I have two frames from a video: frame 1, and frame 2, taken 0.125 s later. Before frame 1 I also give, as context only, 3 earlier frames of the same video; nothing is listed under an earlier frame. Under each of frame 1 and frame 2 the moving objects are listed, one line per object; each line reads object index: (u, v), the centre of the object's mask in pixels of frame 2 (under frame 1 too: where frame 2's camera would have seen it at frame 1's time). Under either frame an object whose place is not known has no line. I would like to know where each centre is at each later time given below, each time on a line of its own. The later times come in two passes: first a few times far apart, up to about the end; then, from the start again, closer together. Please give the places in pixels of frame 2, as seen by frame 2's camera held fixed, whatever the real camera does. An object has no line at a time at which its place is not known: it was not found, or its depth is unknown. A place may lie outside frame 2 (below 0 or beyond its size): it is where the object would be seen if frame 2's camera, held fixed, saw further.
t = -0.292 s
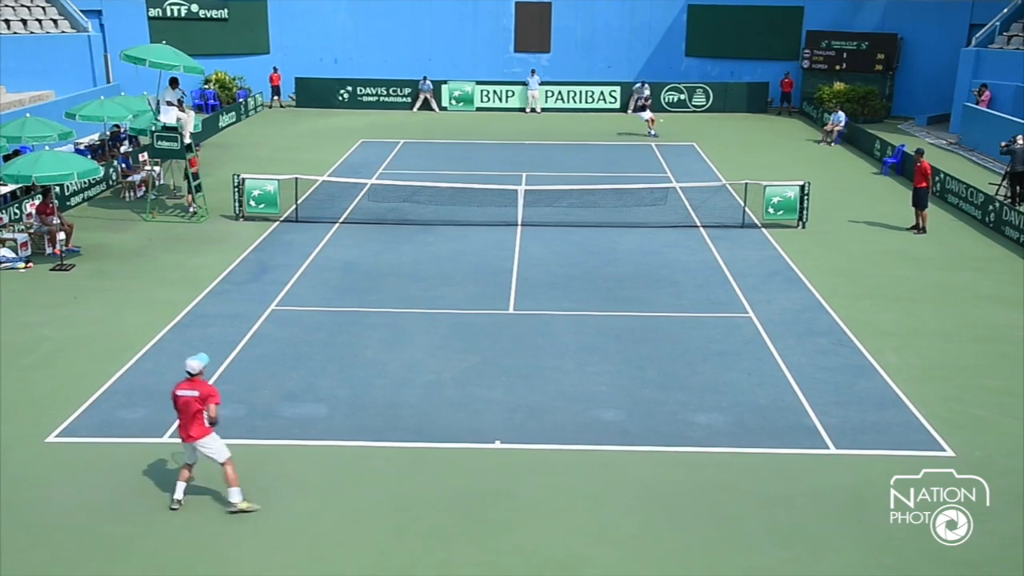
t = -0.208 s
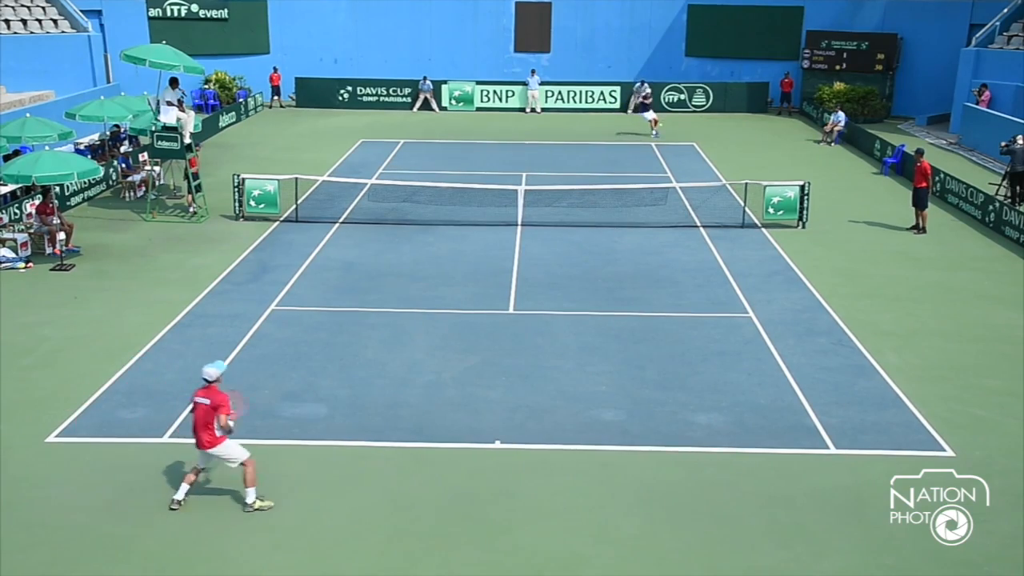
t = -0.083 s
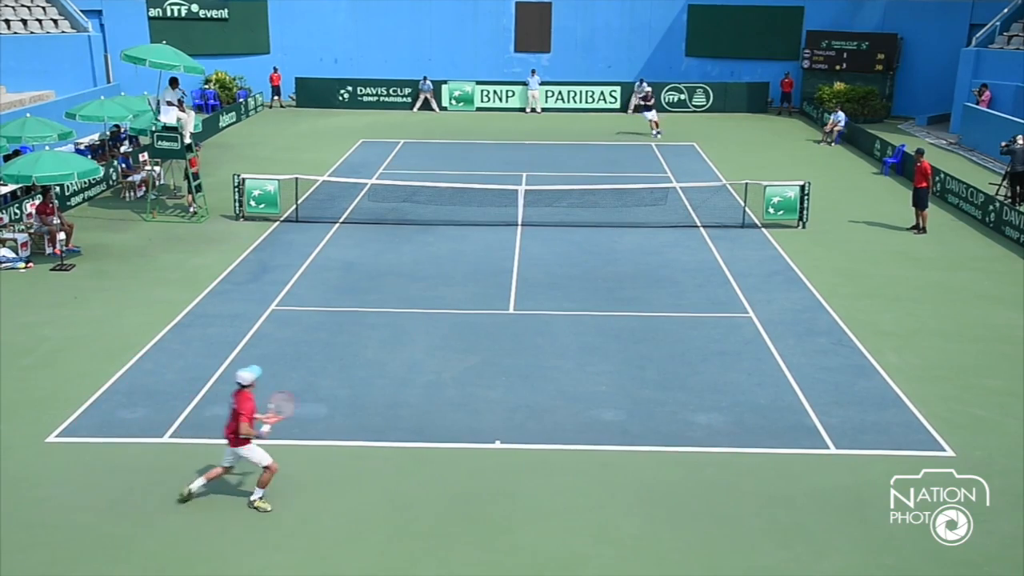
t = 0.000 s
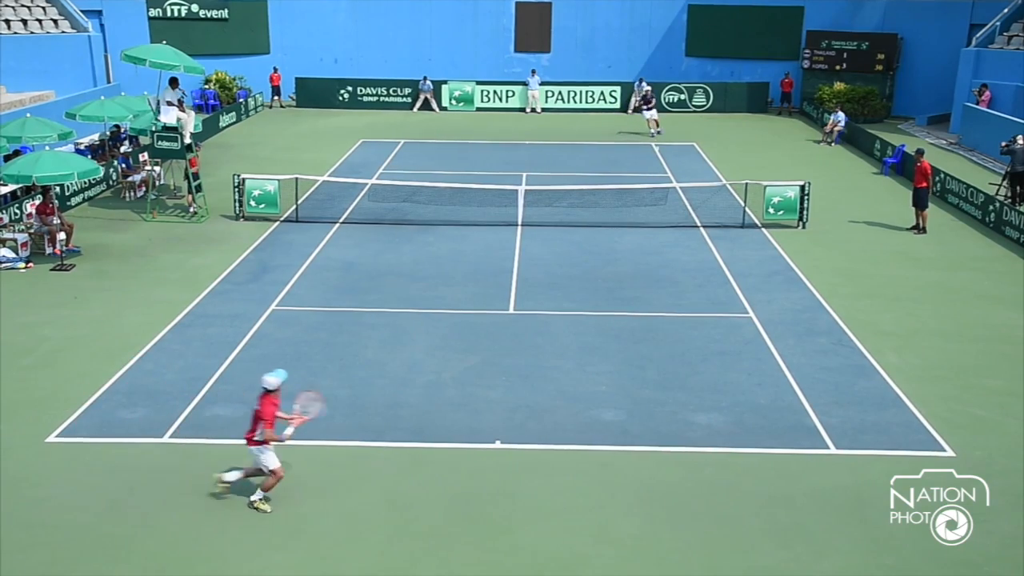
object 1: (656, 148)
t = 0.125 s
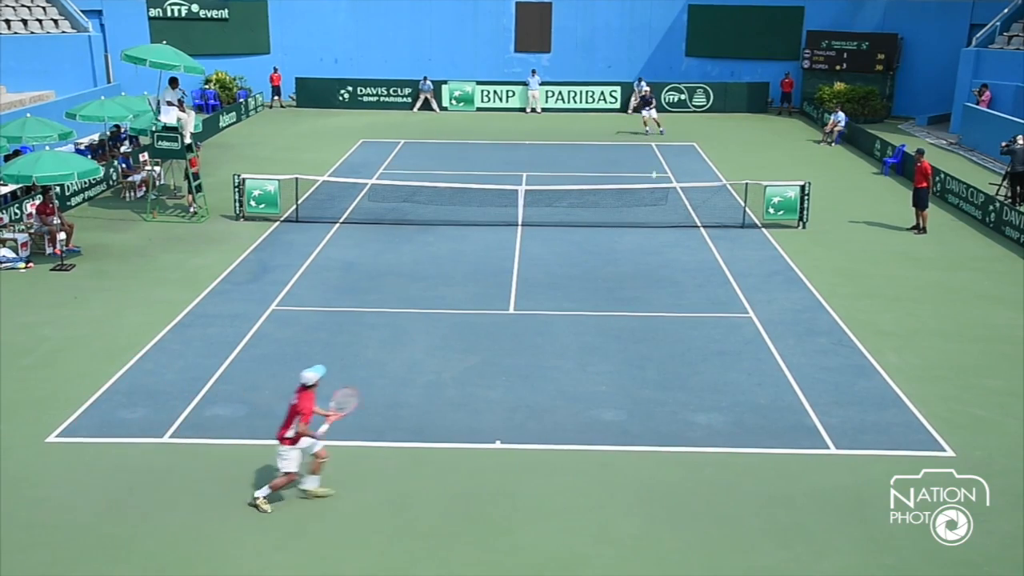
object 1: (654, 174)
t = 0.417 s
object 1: (643, 285)
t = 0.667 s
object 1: (632, 350)
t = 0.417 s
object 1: (643, 285)
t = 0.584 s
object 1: (634, 346)
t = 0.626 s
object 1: (634, 347)
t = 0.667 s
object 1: (632, 350)
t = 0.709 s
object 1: (630, 354)
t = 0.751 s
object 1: (628, 360)
